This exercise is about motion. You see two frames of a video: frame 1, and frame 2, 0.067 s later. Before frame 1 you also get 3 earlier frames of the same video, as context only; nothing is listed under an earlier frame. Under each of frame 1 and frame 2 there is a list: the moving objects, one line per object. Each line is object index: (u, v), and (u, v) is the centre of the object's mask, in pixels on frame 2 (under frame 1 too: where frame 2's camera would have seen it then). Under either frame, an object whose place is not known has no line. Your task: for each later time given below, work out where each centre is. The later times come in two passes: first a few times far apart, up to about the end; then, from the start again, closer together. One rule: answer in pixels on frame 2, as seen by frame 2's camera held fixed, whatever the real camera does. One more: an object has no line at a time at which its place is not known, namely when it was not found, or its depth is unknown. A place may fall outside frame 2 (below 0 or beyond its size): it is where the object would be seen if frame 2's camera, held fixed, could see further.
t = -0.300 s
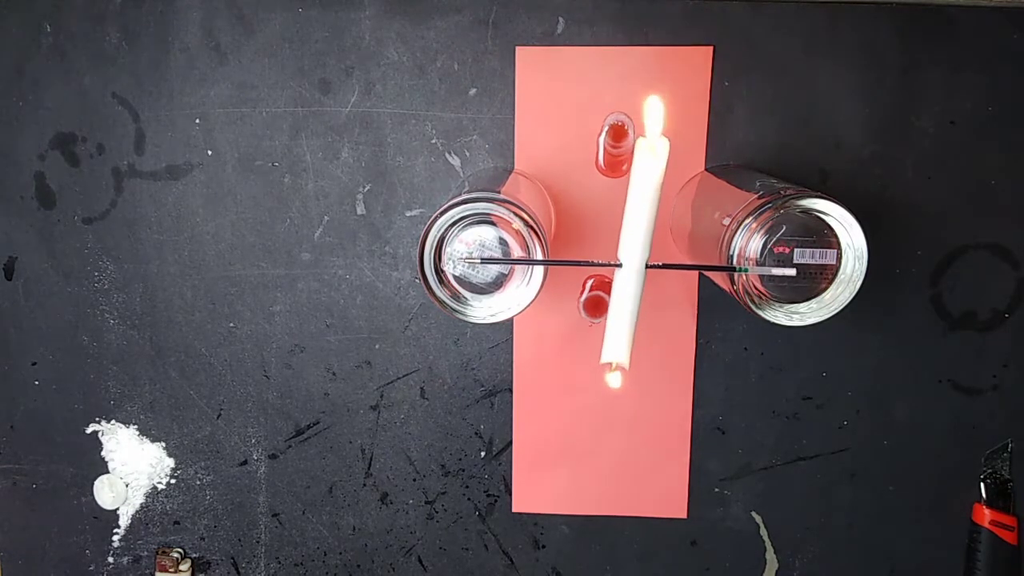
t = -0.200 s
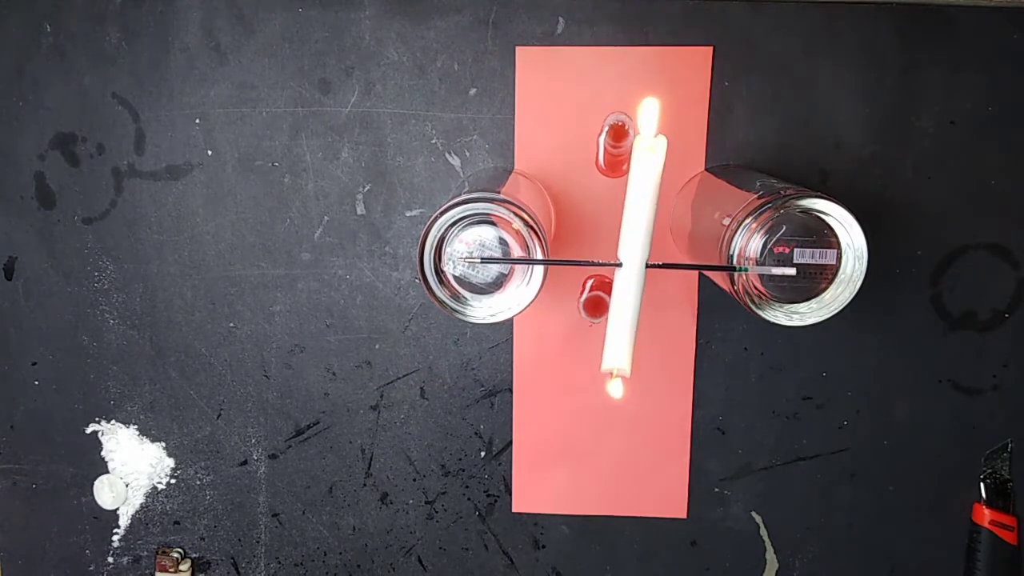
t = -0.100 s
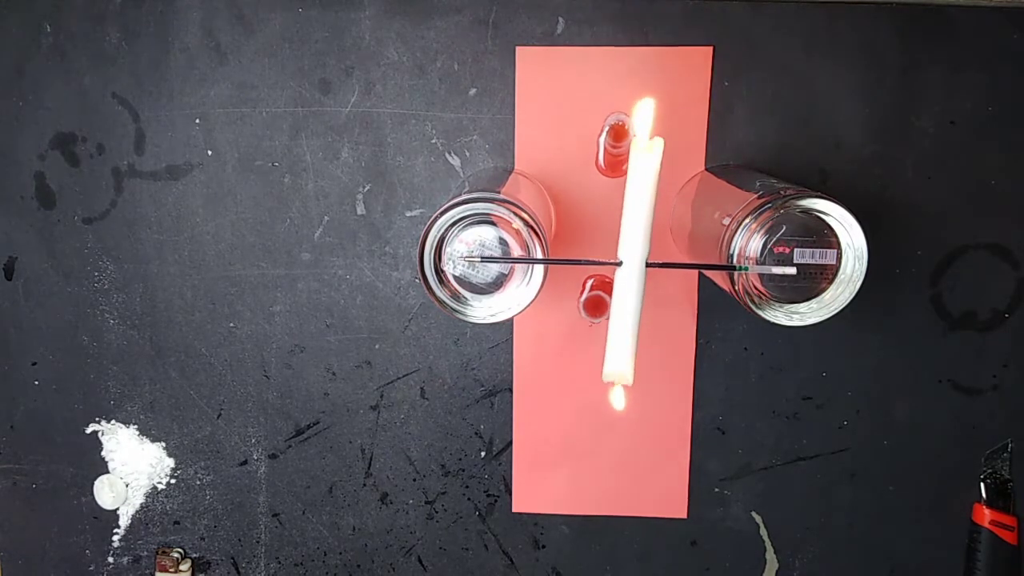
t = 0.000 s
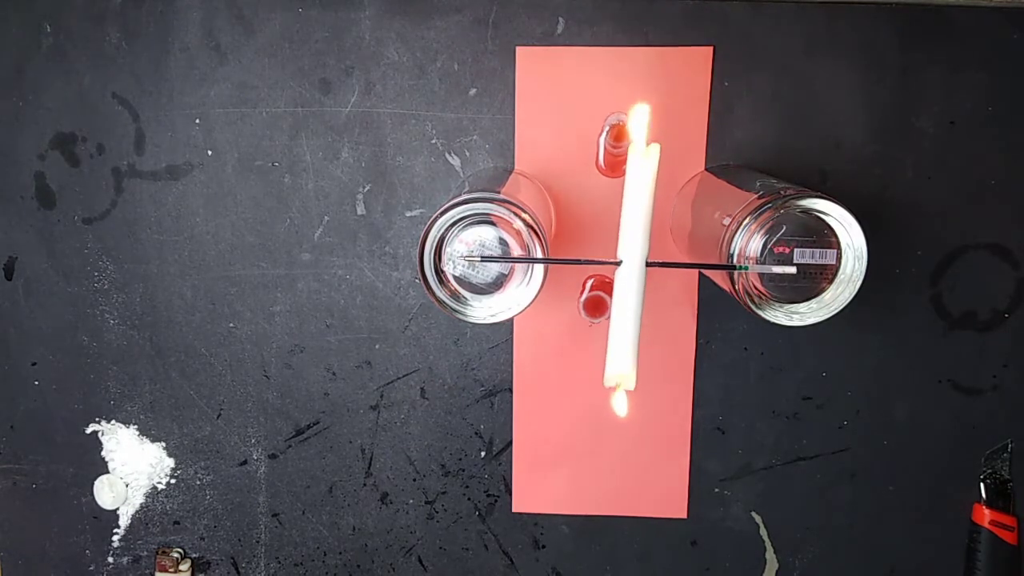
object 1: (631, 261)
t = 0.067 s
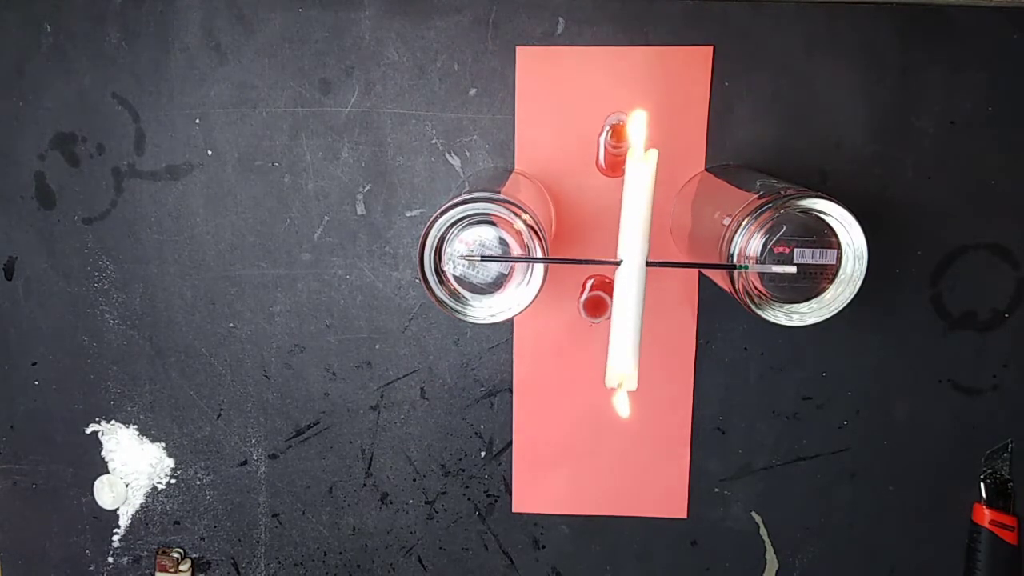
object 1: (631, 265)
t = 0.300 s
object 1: (631, 271)
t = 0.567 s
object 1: (633, 252)
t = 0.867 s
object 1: (636, 237)
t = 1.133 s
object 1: (633, 249)
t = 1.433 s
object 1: (631, 273)
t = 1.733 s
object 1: (631, 266)
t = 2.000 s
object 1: (640, 223)
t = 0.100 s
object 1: (631, 267)
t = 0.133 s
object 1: (631, 269)
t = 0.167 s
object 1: (631, 270)
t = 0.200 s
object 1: (631, 270)
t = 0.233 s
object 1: (630, 271)
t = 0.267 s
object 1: (631, 271)
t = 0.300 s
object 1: (631, 271)
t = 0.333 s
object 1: (631, 270)
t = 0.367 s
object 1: (631, 269)
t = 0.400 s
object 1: (631, 267)
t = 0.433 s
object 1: (631, 265)
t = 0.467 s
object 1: (631, 262)
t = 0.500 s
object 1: (632, 258)
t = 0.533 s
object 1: (632, 255)
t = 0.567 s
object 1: (633, 252)
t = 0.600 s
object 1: (633, 248)
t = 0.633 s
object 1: (634, 244)
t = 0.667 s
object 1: (636, 238)
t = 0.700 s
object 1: (638, 231)
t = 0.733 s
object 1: (641, 222)
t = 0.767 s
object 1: (640, 226)
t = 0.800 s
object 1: (636, 237)
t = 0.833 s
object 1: (636, 237)
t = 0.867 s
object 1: (636, 237)
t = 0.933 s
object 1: (636, 239)
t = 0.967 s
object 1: (636, 240)
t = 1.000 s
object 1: (635, 241)
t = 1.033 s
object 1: (635, 242)
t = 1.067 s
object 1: (634, 244)
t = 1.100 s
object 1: (634, 246)
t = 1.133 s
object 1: (633, 249)
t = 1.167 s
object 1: (633, 251)
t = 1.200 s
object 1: (632, 255)
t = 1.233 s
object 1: (632, 258)
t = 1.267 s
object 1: (632, 260)
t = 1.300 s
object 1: (631, 263)
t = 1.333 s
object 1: (631, 266)
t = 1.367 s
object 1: (631, 268)
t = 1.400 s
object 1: (631, 271)
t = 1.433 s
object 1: (631, 273)
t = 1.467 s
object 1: (631, 274)
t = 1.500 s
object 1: (631, 274)
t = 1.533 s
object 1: (630, 275)
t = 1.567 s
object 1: (630, 274)
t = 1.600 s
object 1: (630, 273)
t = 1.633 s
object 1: (630, 273)
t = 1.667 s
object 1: (630, 271)
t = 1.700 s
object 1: (631, 269)
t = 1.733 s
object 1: (631, 266)
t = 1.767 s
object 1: (631, 263)
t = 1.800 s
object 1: (631, 259)
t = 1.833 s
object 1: (632, 256)
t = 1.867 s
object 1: (633, 248)
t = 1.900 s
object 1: (635, 243)
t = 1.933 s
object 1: (637, 233)
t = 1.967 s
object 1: (640, 224)
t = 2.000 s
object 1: (640, 223)
